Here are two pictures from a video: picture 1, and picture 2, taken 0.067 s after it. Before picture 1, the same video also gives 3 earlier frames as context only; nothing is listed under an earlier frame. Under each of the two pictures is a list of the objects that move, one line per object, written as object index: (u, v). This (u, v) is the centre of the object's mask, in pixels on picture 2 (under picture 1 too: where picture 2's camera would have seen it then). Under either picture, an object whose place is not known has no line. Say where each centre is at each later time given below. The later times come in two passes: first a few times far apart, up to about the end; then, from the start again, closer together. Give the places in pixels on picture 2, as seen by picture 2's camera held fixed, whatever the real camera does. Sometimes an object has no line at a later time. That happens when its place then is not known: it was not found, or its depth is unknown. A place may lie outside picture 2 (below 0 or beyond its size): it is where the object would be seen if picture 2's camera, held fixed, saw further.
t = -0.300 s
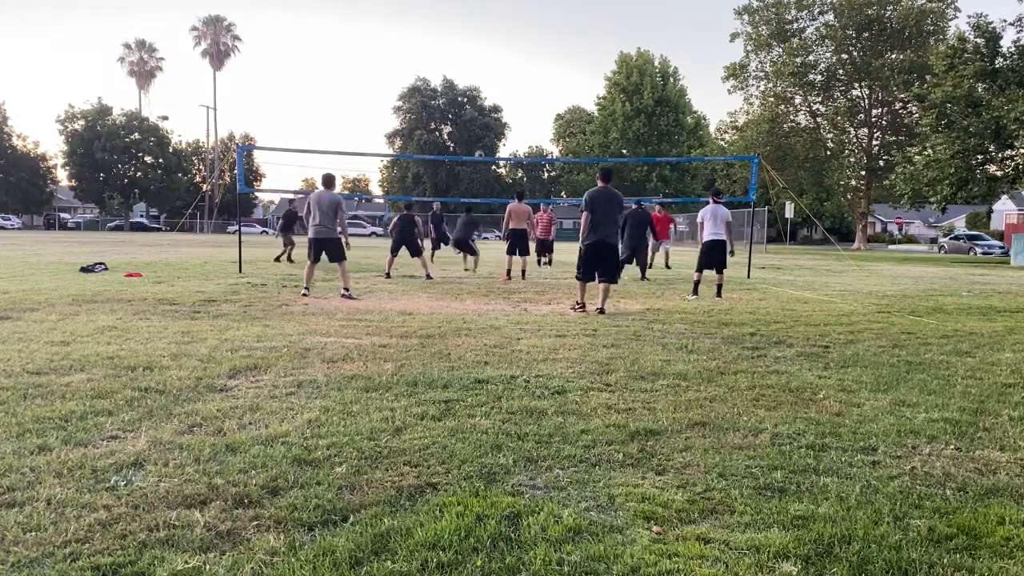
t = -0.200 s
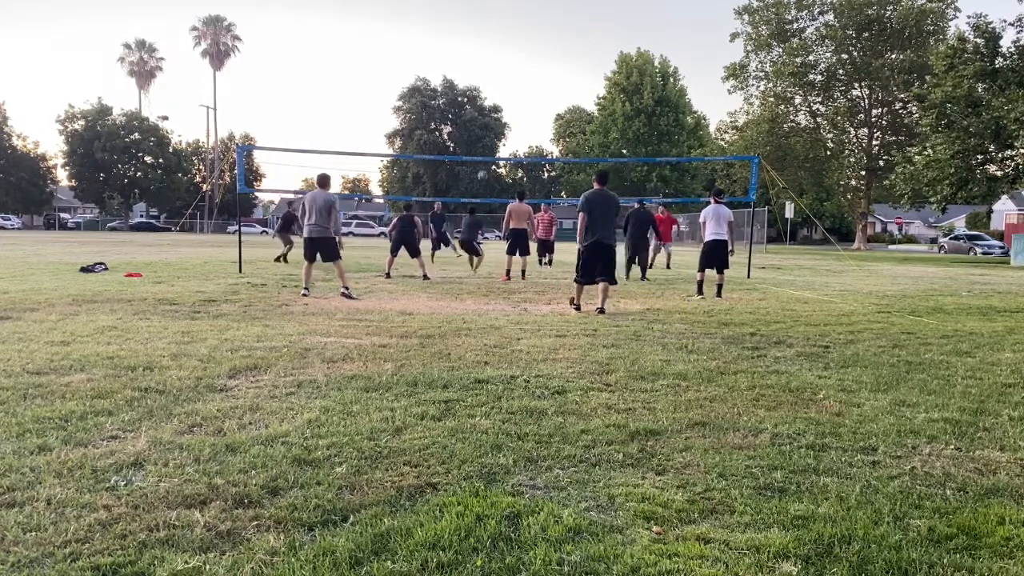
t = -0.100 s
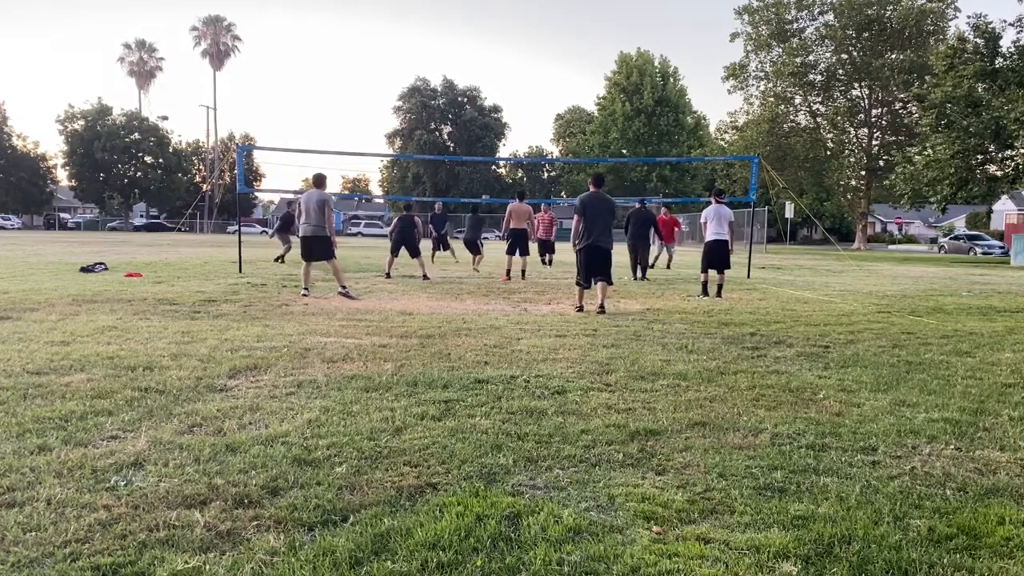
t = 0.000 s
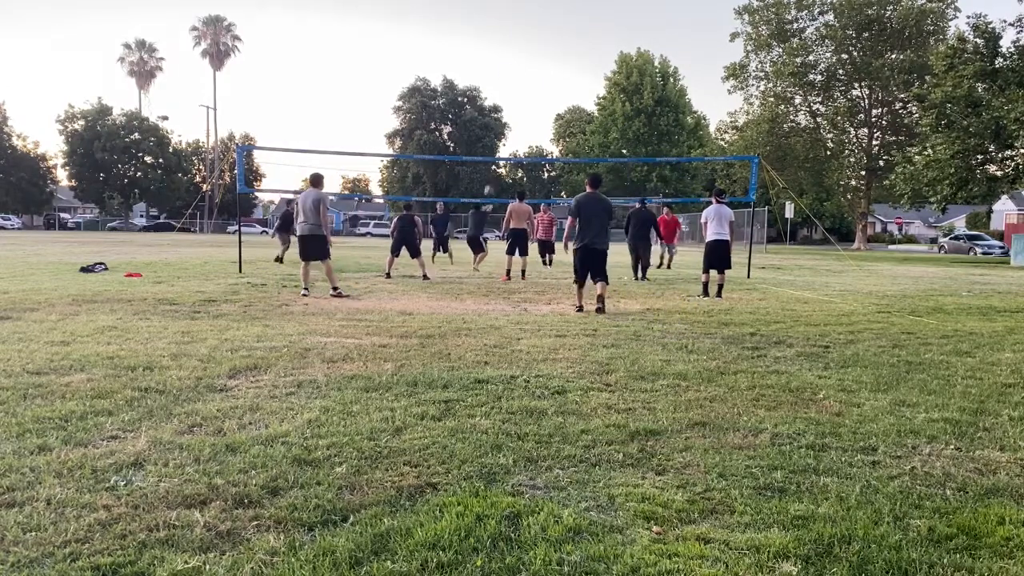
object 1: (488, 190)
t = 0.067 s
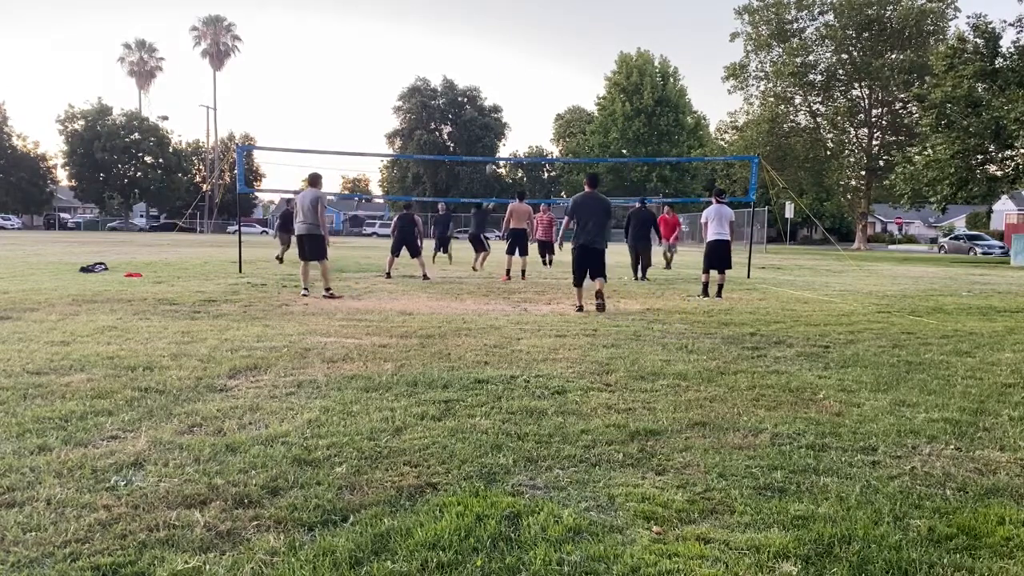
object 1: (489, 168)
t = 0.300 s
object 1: (498, 109)
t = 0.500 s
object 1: (503, 78)
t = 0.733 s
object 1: (509, 64)
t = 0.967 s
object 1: (515, 75)
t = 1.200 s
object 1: (521, 111)
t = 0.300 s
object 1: (498, 109)
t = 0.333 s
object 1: (498, 103)
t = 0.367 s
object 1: (499, 97)
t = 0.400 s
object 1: (500, 91)
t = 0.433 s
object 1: (503, 86)
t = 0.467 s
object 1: (503, 82)
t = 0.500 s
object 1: (503, 78)
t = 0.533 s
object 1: (504, 74)
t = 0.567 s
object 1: (505, 71)
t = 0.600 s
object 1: (506, 69)
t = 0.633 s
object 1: (506, 67)
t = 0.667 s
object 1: (507, 65)
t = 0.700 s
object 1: (508, 64)
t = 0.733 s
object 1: (509, 64)
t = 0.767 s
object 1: (510, 64)
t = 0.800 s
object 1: (511, 64)
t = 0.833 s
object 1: (512, 65)
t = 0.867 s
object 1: (512, 67)
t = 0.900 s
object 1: (513, 69)
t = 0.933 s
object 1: (514, 72)
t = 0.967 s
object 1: (515, 75)
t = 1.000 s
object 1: (516, 79)
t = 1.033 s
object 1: (517, 83)
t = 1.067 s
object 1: (517, 87)
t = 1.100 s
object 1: (518, 92)
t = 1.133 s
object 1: (519, 98)
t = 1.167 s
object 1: (520, 105)
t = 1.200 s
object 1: (521, 111)
